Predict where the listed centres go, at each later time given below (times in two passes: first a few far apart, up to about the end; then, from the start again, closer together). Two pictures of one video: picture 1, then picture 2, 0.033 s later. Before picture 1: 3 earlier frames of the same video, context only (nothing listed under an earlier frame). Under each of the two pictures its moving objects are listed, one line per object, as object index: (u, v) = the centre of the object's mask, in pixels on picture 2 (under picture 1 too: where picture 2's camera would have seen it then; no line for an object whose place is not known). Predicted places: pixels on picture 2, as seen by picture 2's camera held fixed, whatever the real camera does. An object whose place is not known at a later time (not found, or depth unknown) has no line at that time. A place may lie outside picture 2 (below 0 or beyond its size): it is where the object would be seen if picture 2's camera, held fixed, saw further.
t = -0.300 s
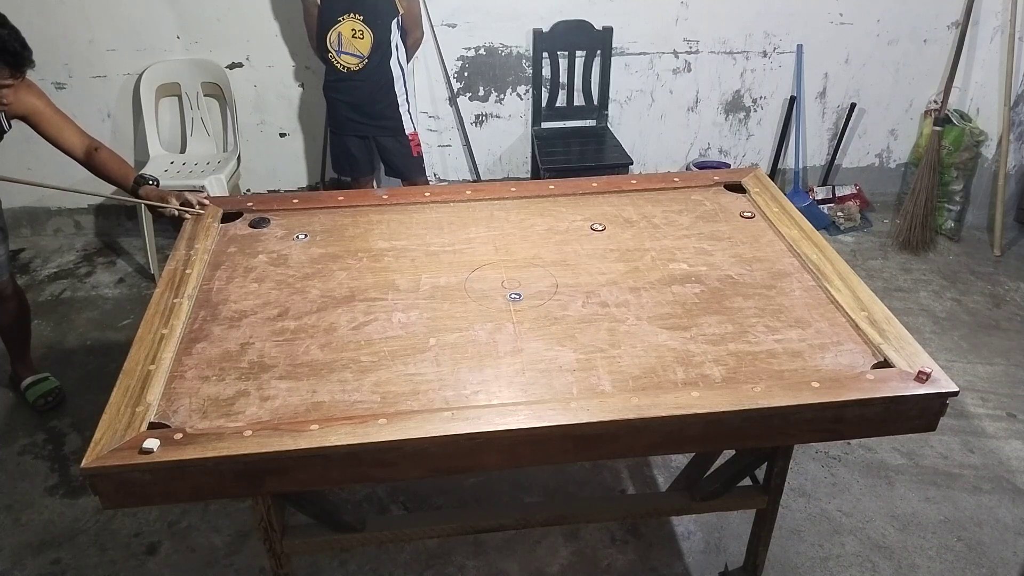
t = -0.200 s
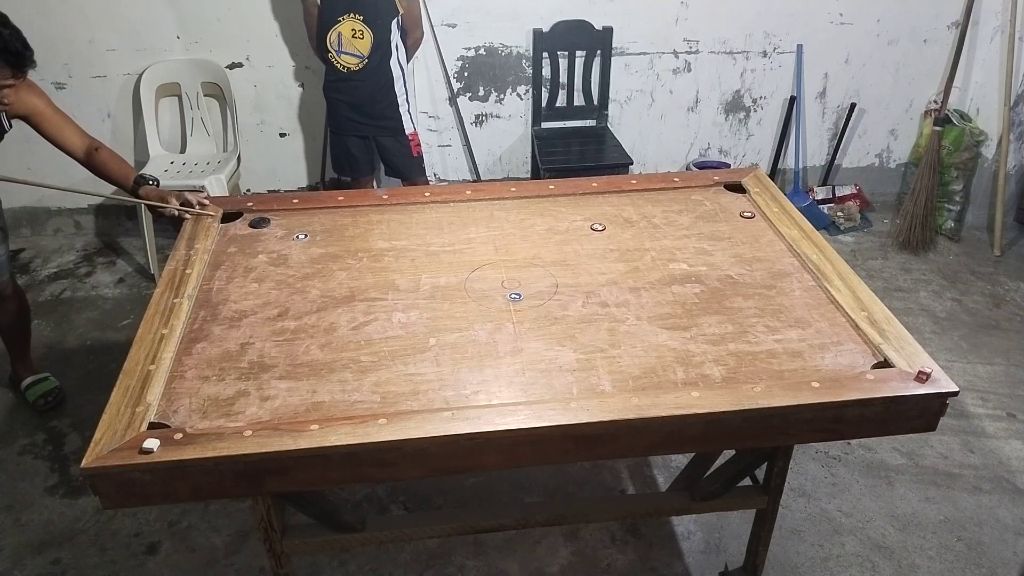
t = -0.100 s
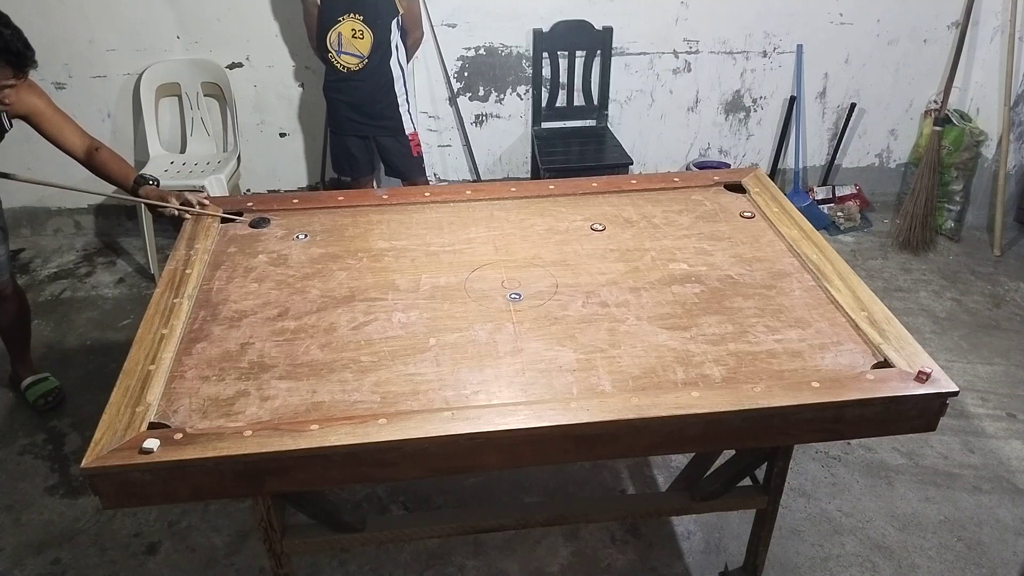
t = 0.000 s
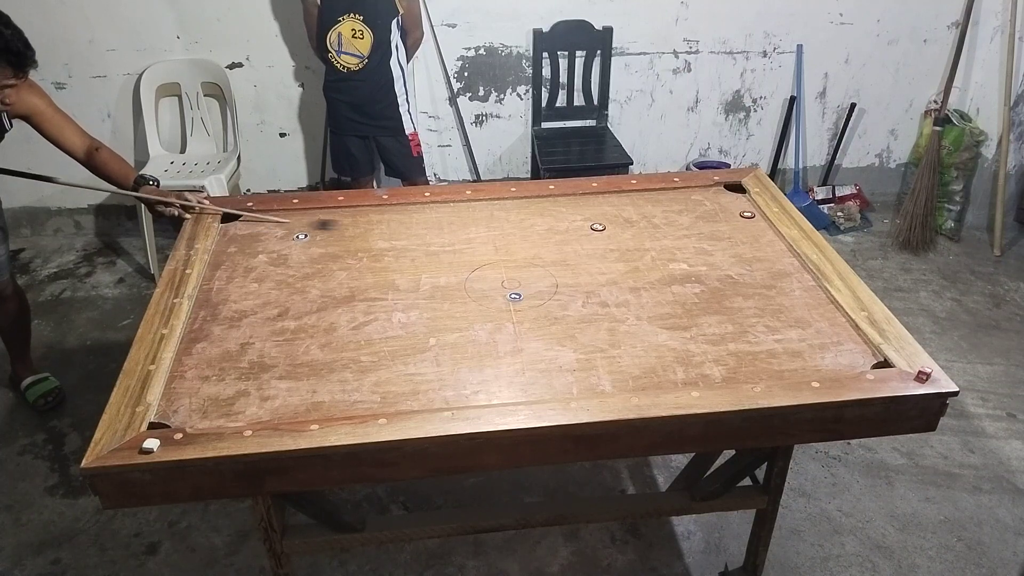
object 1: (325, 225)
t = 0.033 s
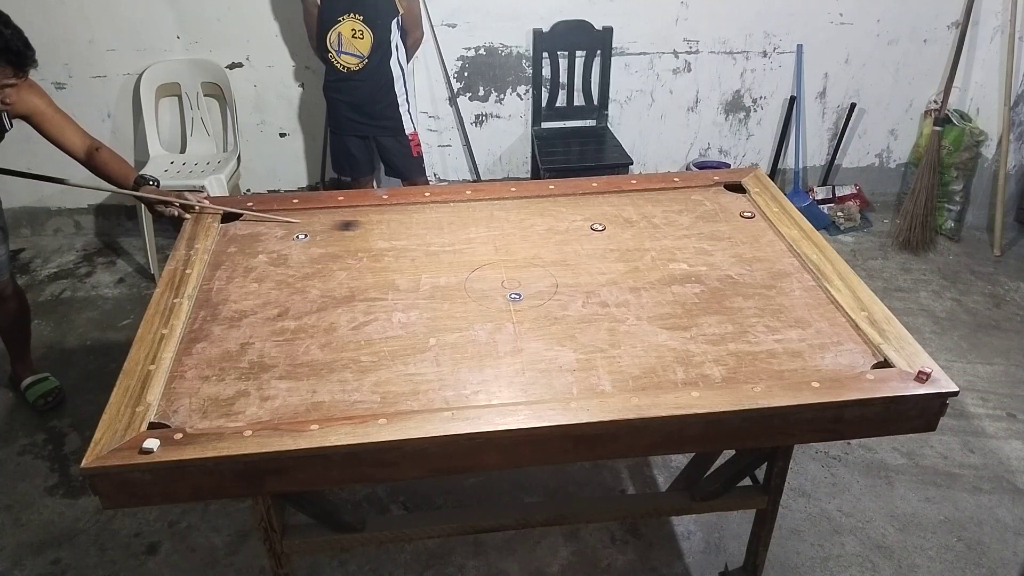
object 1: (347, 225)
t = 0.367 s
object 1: (562, 231)
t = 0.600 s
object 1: (660, 241)
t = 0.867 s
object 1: (755, 253)
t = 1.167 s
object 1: (756, 263)
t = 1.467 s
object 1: (723, 268)
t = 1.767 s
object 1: (712, 270)
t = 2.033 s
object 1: (712, 270)
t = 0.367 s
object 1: (562, 231)
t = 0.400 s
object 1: (581, 231)
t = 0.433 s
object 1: (595, 233)
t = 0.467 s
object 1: (609, 235)
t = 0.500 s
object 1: (622, 237)
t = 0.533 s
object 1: (635, 238)
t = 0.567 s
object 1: (648, 240)
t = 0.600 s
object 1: (660, 241)
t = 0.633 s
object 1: (673, 243)
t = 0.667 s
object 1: (685, 245)
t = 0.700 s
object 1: (698, 246)
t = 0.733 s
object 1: (710, 248)
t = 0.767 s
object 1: (722, 249)
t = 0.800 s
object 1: (733, 250)
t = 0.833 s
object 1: (744, 252)
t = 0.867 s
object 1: (755, 253)
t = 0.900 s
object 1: (766, 254)
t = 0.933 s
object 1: (776, 255)
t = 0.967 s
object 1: (786, 257)
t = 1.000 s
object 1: (782, 258)
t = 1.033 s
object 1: (777, 259)
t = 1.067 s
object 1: (771, 260)
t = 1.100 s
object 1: (766, 261)
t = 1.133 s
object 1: (761, 262)
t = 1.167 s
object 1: (756, 263)
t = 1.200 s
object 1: (751, 264)
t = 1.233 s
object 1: (747, 265)
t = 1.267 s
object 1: (743, 265)
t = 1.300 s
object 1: (739, 266)
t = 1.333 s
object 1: (736, 266)
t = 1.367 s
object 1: (733, 267)
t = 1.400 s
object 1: (729, 268)
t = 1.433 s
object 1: (726, 268)
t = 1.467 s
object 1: (723, 268)
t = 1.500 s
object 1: (721, 269)
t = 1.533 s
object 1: (719, 269)
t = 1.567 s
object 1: (717, 269)
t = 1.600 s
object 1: (715, 269)
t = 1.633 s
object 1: (714, 270)
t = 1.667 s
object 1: (713, 270)
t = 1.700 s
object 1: (712, 270)
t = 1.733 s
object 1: (712, 270)
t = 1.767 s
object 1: (712, 270)
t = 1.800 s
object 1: (712, 270)
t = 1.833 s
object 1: (712, 270)
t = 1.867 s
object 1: (712, 270)
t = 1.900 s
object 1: (712, 270)
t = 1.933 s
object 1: (712, 270)
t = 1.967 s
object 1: (712, 270)
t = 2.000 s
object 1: (712, 270)
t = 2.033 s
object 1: (712, 270)
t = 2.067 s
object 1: (712, 270)
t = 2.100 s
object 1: (712, 270)
